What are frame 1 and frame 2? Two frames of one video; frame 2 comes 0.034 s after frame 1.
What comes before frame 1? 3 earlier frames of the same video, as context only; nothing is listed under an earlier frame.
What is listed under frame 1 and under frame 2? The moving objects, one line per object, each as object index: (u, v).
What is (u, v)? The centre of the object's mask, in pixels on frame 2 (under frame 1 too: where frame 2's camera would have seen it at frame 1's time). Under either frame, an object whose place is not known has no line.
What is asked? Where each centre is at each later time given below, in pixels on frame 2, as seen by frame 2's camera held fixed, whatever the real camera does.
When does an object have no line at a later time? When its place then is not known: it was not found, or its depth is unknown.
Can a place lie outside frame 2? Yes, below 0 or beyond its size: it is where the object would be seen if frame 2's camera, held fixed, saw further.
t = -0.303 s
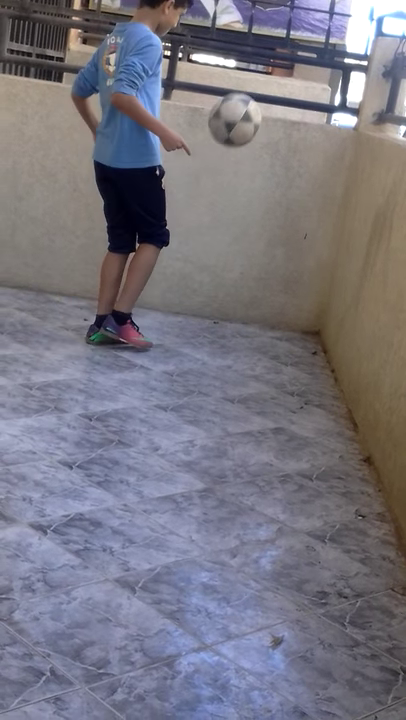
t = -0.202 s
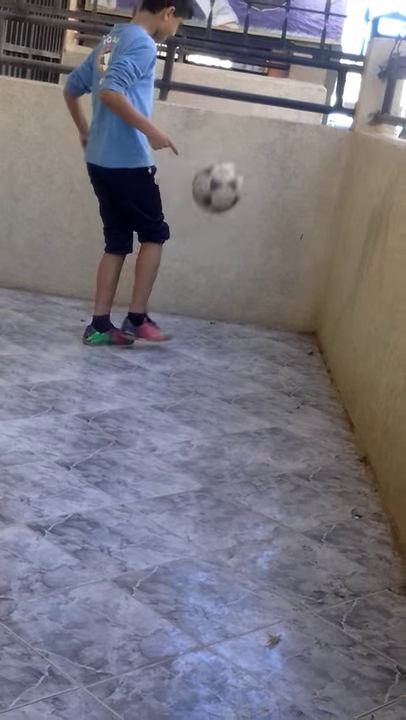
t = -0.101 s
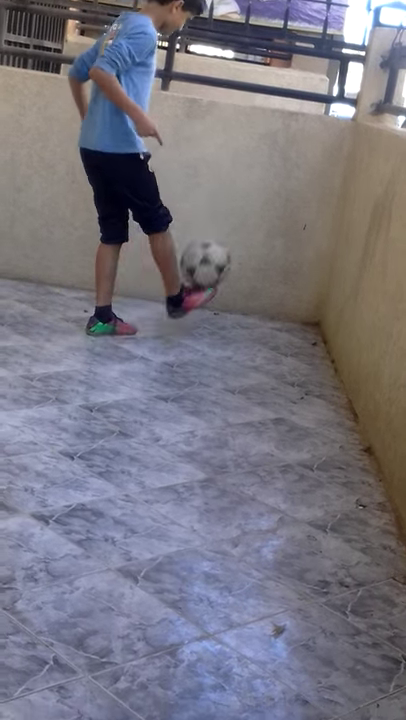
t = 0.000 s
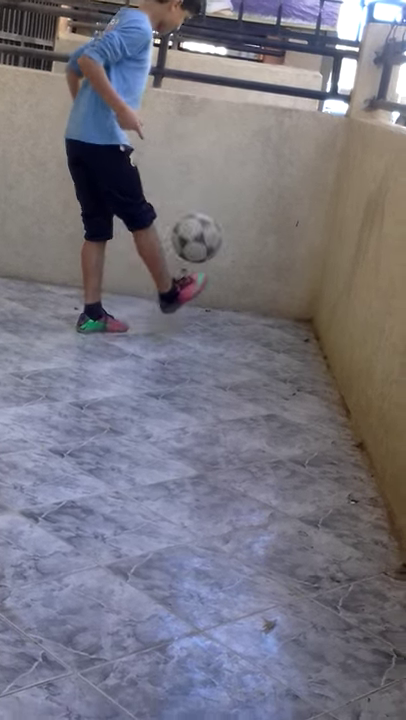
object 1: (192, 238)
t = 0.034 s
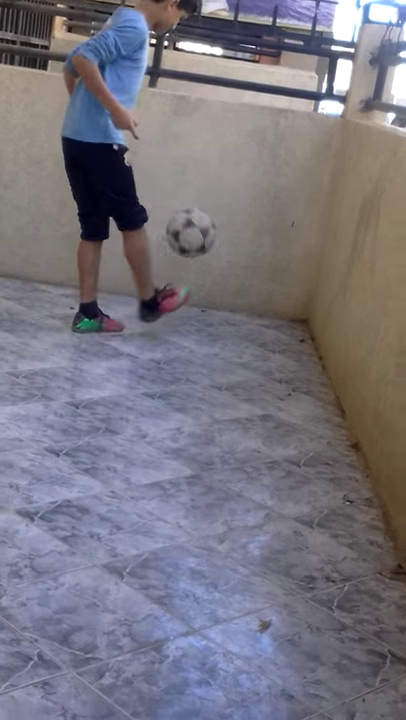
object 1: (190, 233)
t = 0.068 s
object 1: (189, 230)
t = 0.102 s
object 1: (188, 229)
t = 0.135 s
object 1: (185, 230)
